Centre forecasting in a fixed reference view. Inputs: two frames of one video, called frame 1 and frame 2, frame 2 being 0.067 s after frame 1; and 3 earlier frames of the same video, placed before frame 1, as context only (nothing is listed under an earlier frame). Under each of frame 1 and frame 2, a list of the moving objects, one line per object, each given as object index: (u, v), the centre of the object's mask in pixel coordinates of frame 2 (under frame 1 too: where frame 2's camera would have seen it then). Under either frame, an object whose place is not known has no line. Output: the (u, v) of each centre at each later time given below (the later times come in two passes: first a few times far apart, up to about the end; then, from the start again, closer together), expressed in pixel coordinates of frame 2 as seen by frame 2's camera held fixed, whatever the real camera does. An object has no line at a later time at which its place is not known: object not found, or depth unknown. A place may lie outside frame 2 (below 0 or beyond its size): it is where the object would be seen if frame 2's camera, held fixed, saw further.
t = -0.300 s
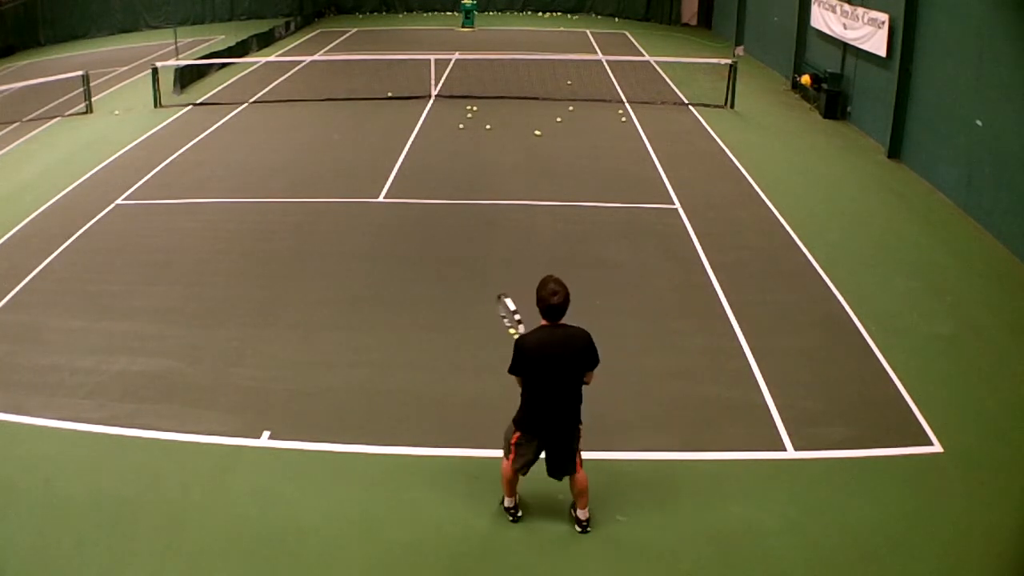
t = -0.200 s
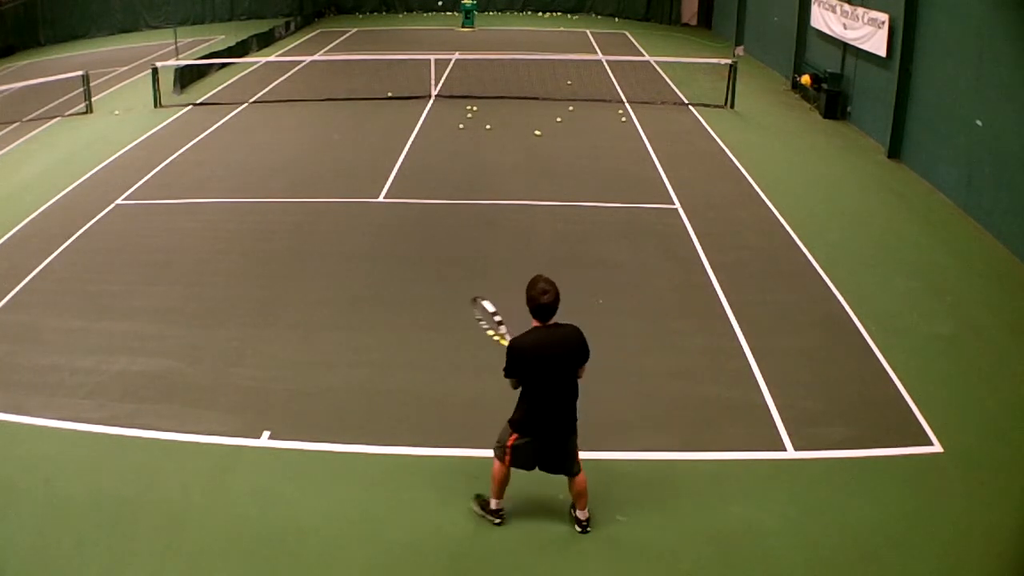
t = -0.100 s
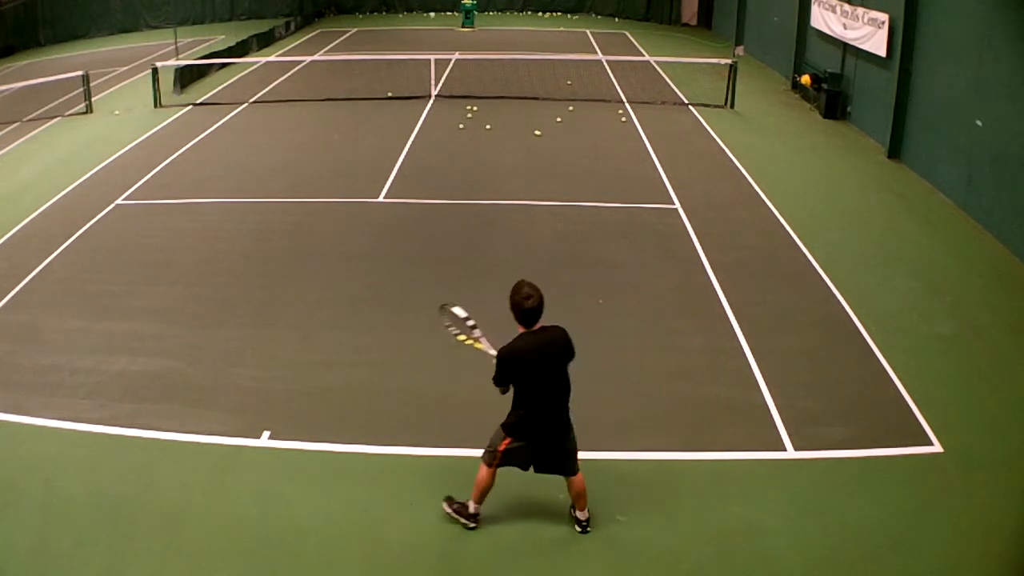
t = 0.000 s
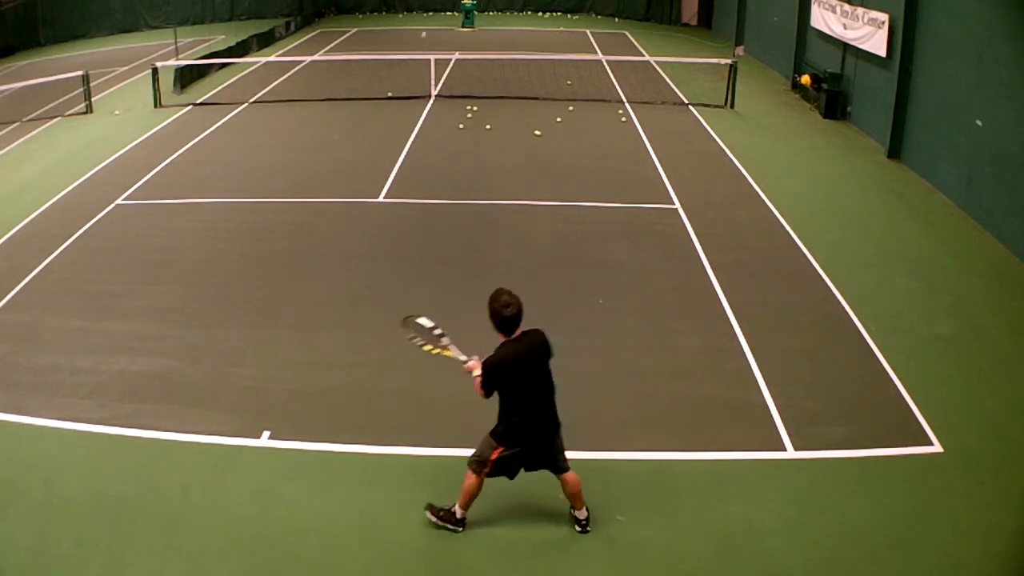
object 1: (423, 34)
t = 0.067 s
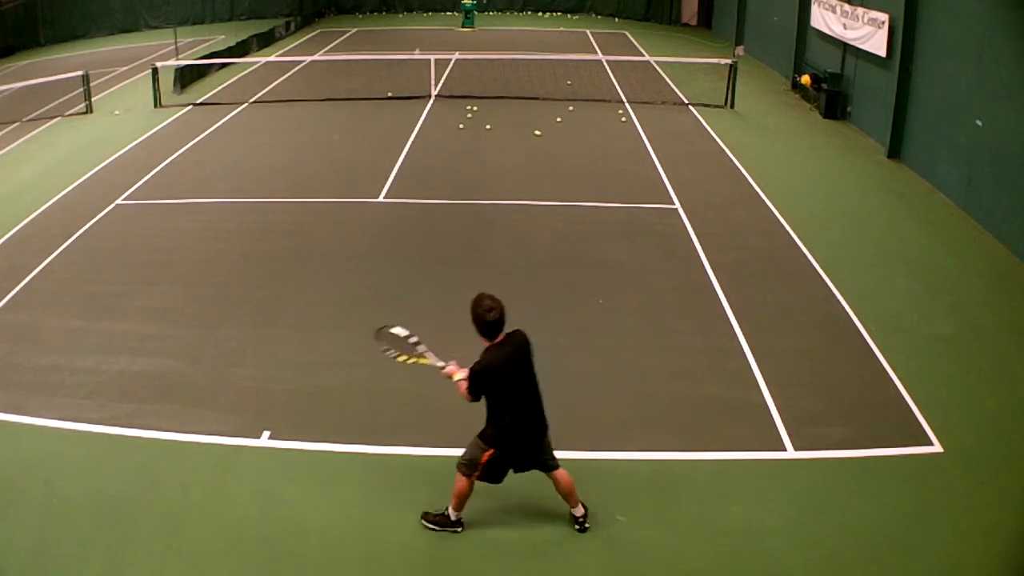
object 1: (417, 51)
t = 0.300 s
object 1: (387, 163)
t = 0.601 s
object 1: (348, 211)
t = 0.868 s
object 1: (304, 252)
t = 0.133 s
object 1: (409, 75)
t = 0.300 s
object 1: (387, 163)
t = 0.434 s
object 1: (368, 224)
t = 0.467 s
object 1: (364, 220)
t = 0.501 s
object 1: (360, 216)
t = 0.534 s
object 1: (357, 214)
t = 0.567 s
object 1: (352, 212)
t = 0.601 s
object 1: (348, 211)
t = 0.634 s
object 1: (342, 211)
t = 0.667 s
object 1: (339, 212)
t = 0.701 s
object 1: (333, 215)
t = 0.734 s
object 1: (327, 219)
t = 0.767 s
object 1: (322, 224)
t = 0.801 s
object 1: (316, 232)
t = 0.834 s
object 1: (310, 241)
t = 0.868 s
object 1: (304, 252)
